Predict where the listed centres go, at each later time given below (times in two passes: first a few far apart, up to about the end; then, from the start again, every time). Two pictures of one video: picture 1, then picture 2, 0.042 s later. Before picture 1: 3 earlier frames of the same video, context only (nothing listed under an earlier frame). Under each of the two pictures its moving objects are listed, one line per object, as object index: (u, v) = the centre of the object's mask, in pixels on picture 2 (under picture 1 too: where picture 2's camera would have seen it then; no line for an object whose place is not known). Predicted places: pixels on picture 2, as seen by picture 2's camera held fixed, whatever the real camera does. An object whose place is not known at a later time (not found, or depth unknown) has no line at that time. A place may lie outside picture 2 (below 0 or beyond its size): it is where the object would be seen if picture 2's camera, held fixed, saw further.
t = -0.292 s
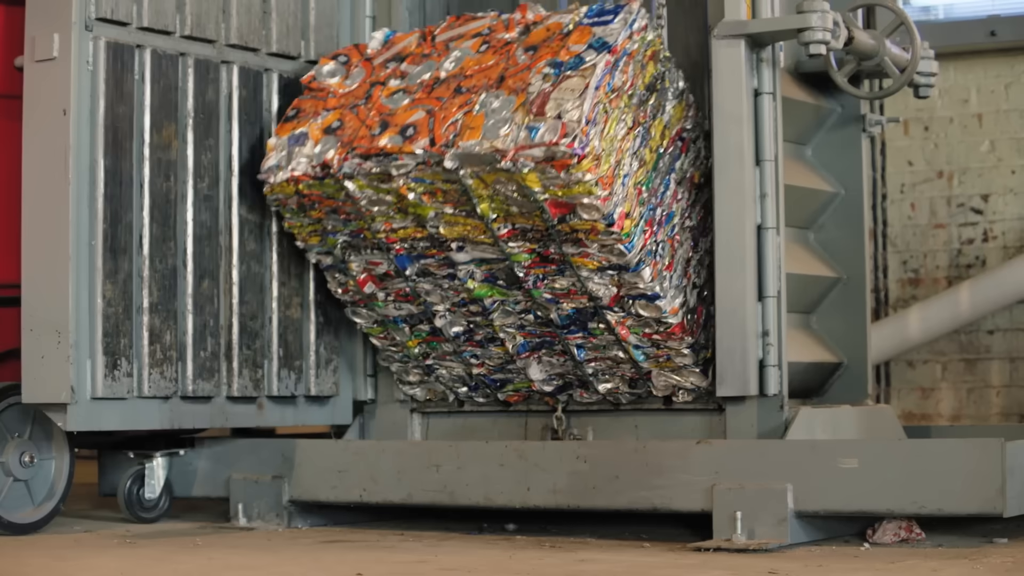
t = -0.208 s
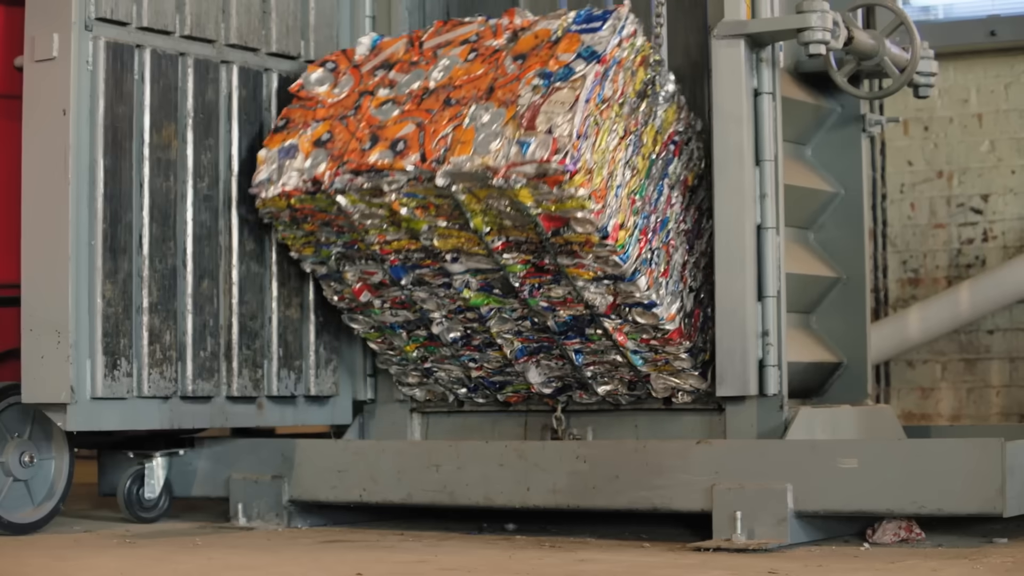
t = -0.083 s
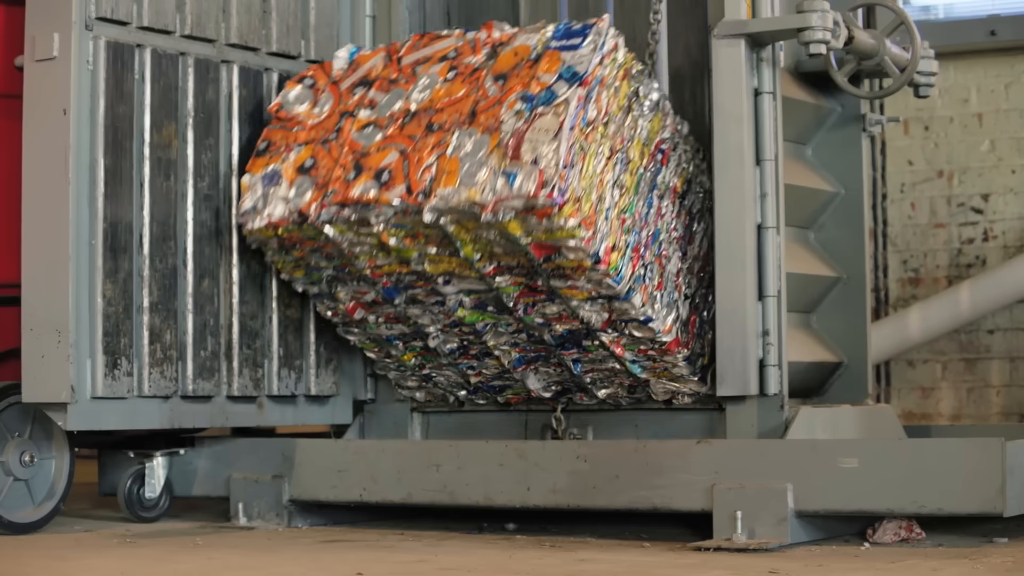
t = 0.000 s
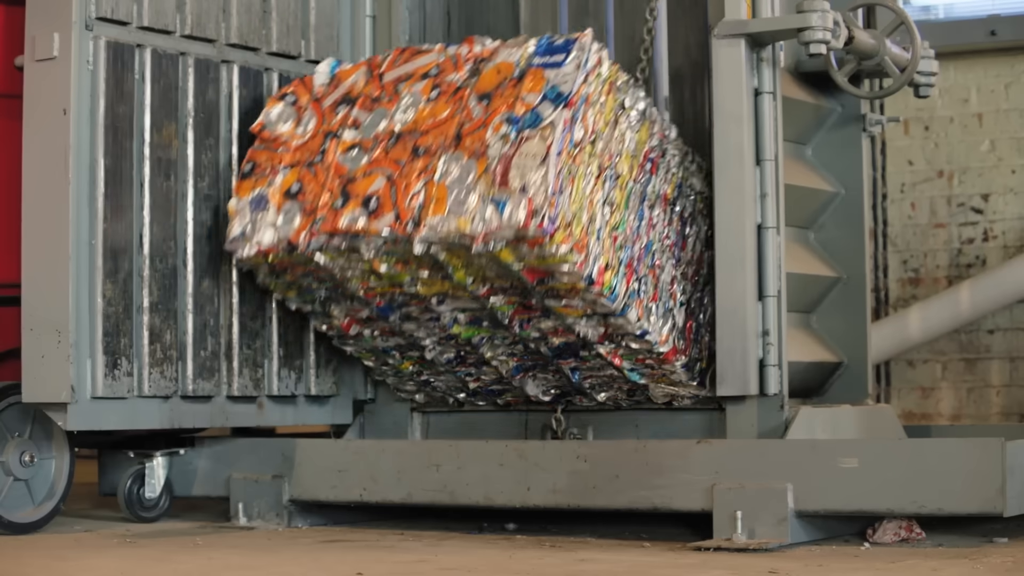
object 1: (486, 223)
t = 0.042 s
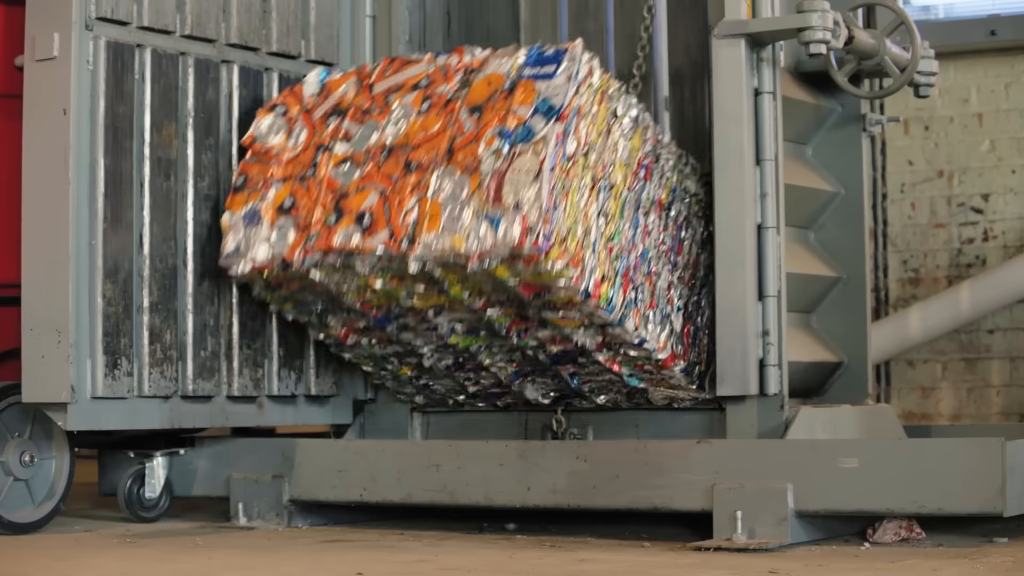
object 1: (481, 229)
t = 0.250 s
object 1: (454, 281)
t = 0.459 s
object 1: (427, 371)
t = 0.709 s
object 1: (388, 334)
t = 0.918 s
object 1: (357, 336)
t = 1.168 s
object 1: (329, 328)
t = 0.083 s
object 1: (476, 236)
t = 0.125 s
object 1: (471, 245)
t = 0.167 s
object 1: (466, 255)
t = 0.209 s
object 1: (461, 266)
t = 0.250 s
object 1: (454, 281)
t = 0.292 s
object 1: (448, 303)
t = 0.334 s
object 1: (443, 330)
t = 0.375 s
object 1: (438, 354)
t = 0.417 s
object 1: (433, 367)
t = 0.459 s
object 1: (427, 371)
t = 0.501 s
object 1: (419, 370)
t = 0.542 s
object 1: (412, 361)
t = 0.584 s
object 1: (406, 352)
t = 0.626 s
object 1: (400, 345)
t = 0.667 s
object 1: (394, 338)
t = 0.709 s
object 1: (388, 334)
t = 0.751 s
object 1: (381, 333)
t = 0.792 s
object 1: (375, 333)
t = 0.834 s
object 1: (369, 335)
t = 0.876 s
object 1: (363, 337)
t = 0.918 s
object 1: (357, 336)
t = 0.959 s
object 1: (350, 334)
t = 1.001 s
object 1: (342, 334)
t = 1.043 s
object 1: (338, 333)
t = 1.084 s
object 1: (332, 333)
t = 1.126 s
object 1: (328, 333)
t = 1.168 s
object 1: (329, 328)
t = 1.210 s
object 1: (324, 328)
